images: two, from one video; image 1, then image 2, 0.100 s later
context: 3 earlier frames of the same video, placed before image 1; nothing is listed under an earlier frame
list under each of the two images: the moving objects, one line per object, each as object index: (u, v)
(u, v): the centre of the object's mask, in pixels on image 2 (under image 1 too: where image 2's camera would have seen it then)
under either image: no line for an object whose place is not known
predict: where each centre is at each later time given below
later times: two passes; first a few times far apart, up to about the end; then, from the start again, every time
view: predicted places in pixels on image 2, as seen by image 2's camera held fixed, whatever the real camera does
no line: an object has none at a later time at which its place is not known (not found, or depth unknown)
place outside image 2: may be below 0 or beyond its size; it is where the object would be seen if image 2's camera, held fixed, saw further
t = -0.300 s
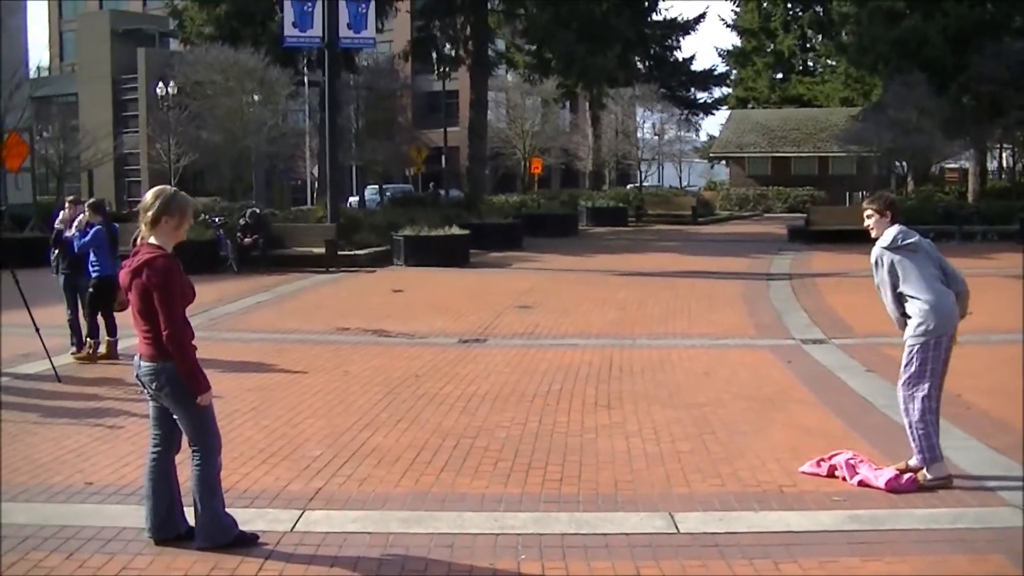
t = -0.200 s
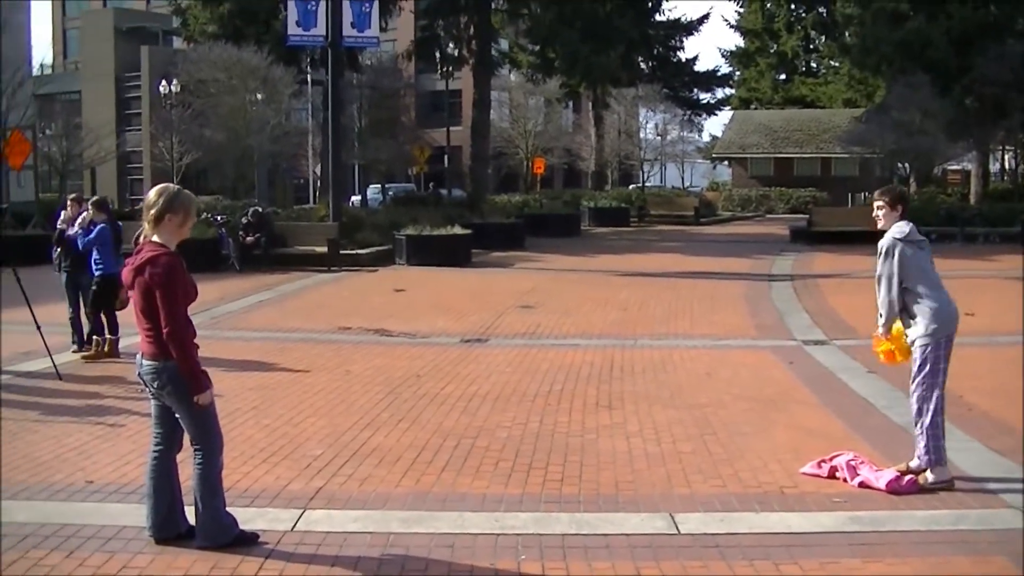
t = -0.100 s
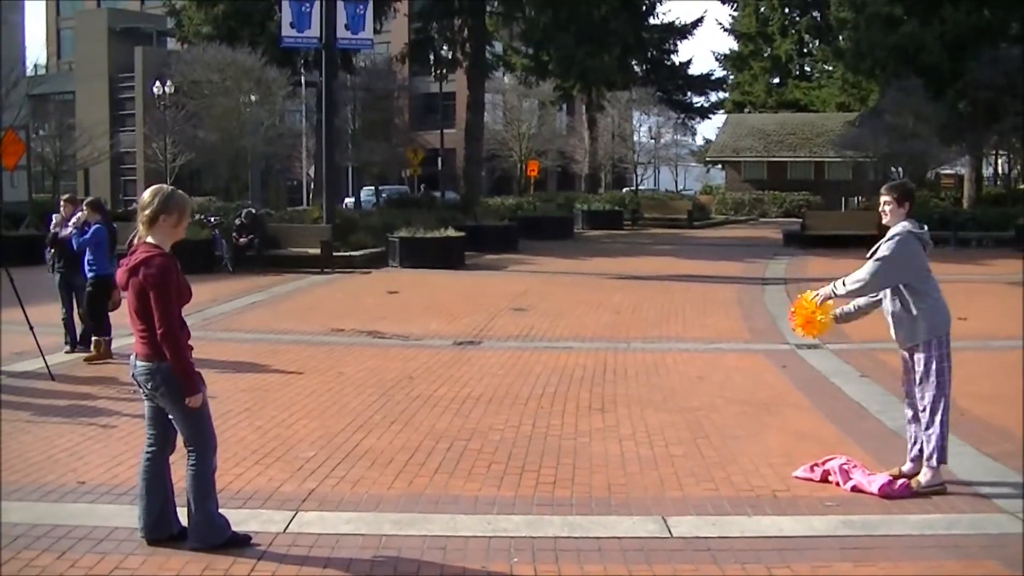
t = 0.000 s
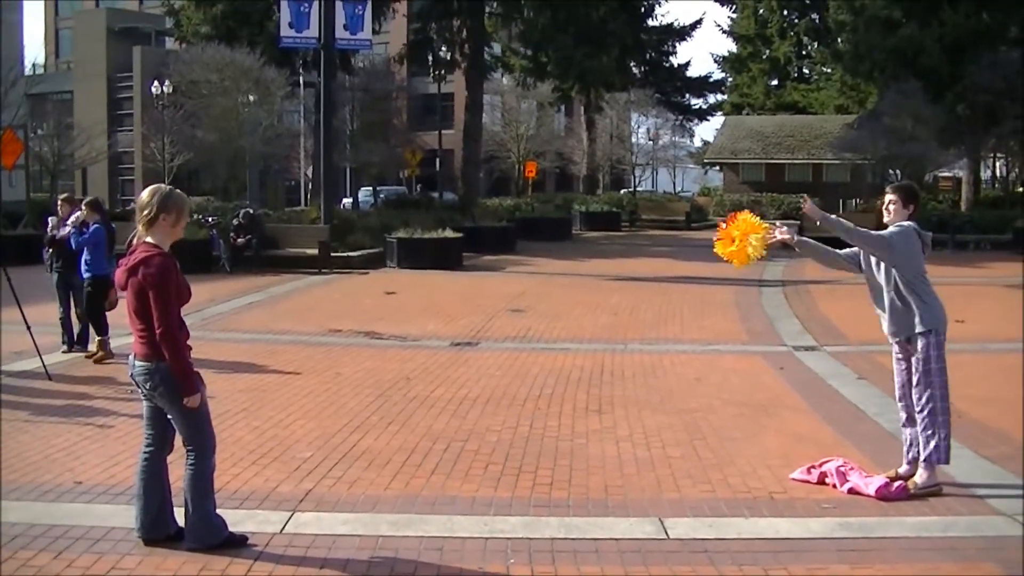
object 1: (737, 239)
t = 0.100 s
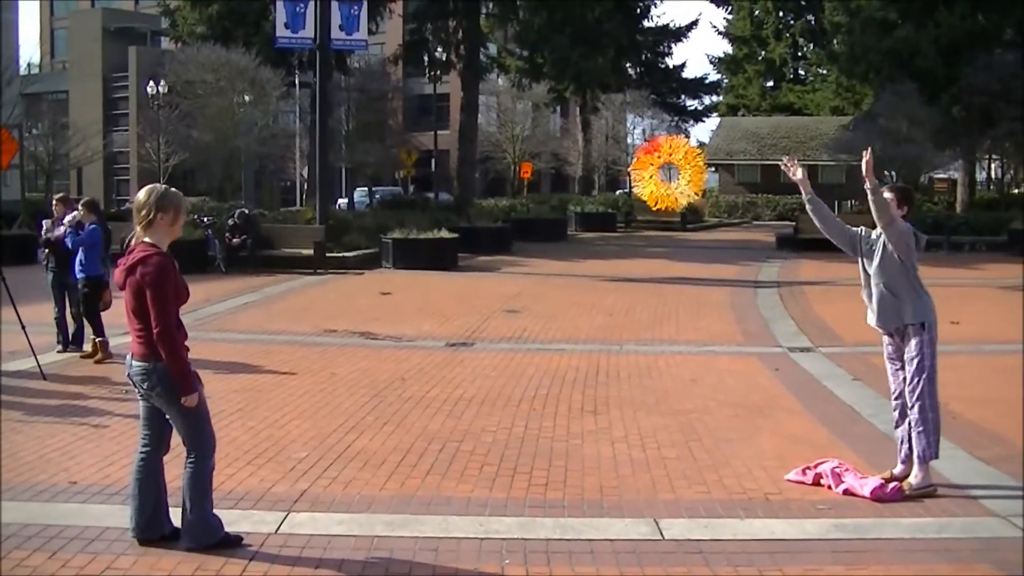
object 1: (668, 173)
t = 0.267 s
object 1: (550, 97)
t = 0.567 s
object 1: (322, 97)
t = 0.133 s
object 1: (645, 152)
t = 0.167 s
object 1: (622, 135)
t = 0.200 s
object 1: (598, 121)
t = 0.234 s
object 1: (574, 108)
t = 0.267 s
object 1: (550, 97)
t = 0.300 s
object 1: (525, 89)
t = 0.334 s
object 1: (501, 81)
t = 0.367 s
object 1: (476, 76)
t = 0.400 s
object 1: (451, 74)
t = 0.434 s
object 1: (426, 74)
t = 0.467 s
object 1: (400, 76)
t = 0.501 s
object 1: (374, 81)
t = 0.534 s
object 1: (348, 88)
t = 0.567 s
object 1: (322, 97)
